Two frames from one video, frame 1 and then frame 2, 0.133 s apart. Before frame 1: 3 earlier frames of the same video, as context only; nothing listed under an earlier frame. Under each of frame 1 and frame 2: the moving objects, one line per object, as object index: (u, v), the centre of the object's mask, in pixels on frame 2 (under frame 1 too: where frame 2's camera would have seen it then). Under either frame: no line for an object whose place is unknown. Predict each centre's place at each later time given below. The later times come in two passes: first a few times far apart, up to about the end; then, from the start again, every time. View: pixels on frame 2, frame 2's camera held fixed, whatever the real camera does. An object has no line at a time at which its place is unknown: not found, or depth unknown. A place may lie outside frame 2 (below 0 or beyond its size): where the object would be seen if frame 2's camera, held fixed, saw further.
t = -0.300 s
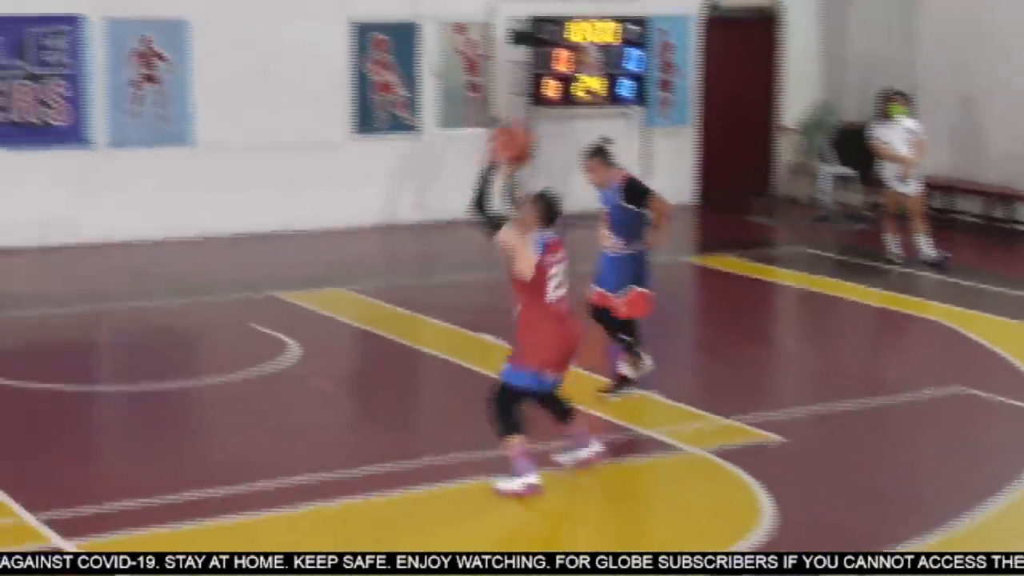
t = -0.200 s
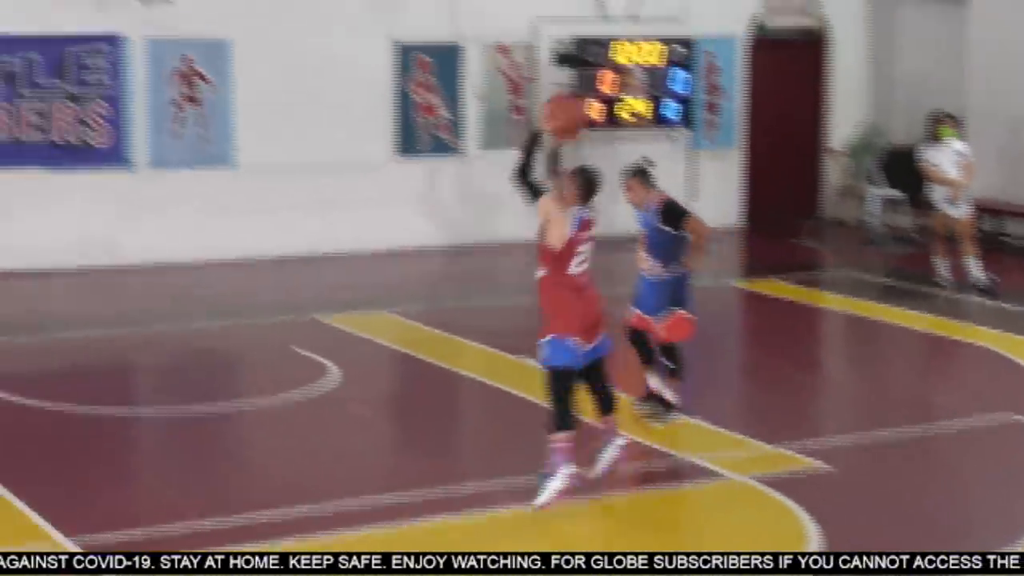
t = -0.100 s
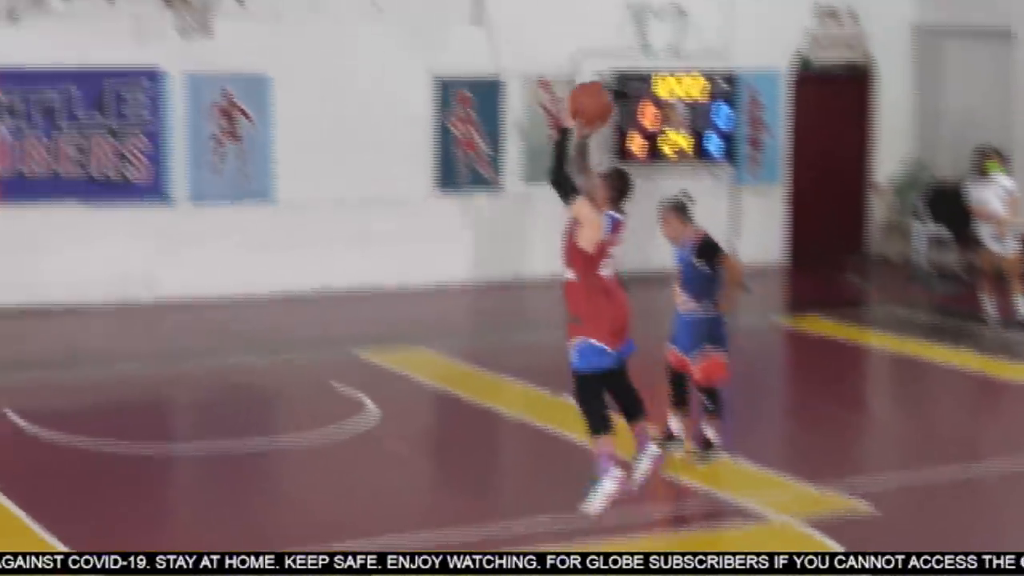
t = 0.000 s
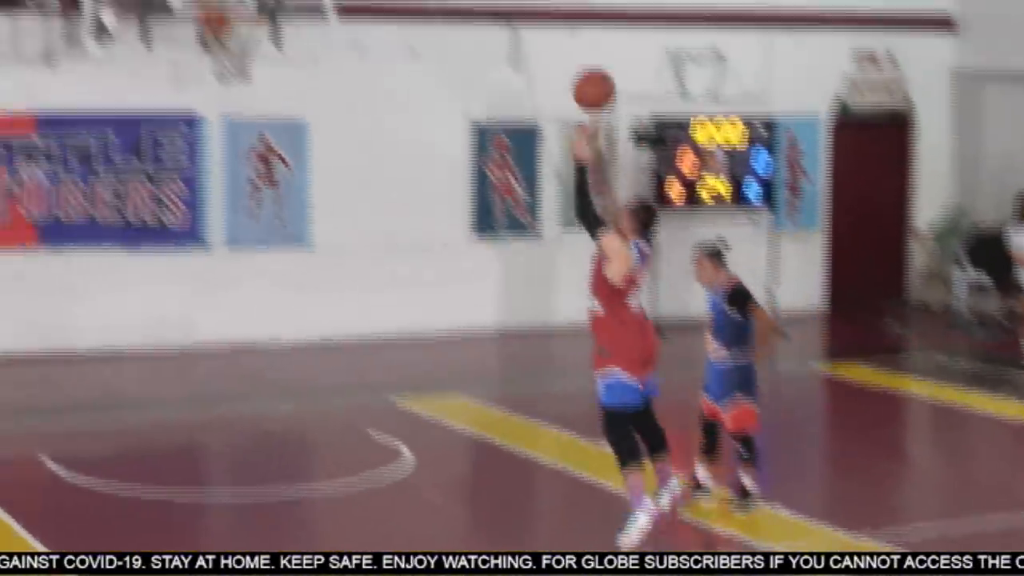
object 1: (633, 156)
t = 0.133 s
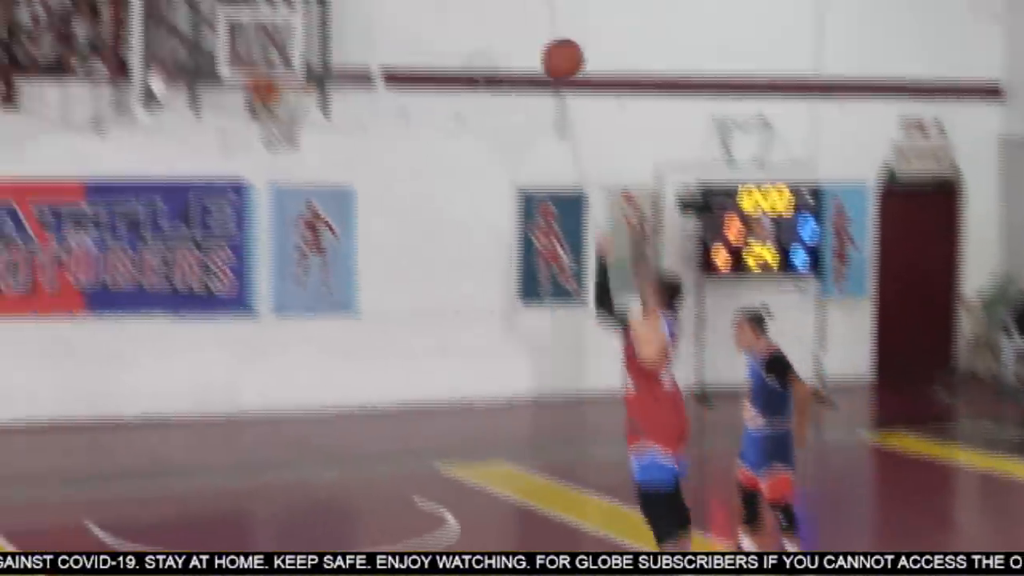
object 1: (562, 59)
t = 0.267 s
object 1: (493, -3)
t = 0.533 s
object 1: (367, -29)
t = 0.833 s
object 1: (248, 65)
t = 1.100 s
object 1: (246, -3)
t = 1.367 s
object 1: (262, 30)
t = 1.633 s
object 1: (278, 168)
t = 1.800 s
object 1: (289, 311)
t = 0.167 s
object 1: (545, 40)
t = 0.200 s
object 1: (527, 24)
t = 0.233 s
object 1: (510, 10)
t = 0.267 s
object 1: (493, -3)
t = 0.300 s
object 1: (476, -12)
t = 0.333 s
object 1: (460, -20)
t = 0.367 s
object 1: (444, -27)
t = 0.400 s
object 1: (428, -31)
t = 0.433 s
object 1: (413, -33)
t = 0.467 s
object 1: (398, -33)
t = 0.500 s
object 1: (382, -32)
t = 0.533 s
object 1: (367, -29)
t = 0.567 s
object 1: (354, -24)
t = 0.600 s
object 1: (338, -19)
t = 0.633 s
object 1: (325, -10)
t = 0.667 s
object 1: (311, 0)
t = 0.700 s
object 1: (298, 12)
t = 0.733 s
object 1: (283, 26)
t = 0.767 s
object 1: (270, 38)
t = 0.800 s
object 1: (258, 55)
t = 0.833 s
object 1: (248, 65)
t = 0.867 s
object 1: (246, 54)
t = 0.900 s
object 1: (241, 41)
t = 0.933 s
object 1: (239, 30)
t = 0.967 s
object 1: (237, 18)
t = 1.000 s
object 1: (240, 12)
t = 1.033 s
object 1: (242, 6)
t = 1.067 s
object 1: (244, 0)
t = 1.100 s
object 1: (246, -3)
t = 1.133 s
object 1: (247, -4)
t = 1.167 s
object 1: (249, -5)
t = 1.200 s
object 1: (251, -3)
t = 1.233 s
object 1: (253, 0)
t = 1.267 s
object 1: (254, 4)
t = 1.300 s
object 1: (257, 12)
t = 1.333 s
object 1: (258, 20)
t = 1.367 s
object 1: (262, 30)
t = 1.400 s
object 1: (263, 40)
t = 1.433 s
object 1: (266, 55)
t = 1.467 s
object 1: (268, 69)
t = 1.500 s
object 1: (268, 87)
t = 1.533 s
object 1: (268, 100)
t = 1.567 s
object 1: (274, 122)
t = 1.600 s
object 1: (276, 144)
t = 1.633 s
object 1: (278, 168)
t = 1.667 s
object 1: (280, 191)
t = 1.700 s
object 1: (282, 220)
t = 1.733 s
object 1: (284, 248)
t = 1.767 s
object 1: (285, 276)
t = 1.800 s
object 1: (289, 311)
